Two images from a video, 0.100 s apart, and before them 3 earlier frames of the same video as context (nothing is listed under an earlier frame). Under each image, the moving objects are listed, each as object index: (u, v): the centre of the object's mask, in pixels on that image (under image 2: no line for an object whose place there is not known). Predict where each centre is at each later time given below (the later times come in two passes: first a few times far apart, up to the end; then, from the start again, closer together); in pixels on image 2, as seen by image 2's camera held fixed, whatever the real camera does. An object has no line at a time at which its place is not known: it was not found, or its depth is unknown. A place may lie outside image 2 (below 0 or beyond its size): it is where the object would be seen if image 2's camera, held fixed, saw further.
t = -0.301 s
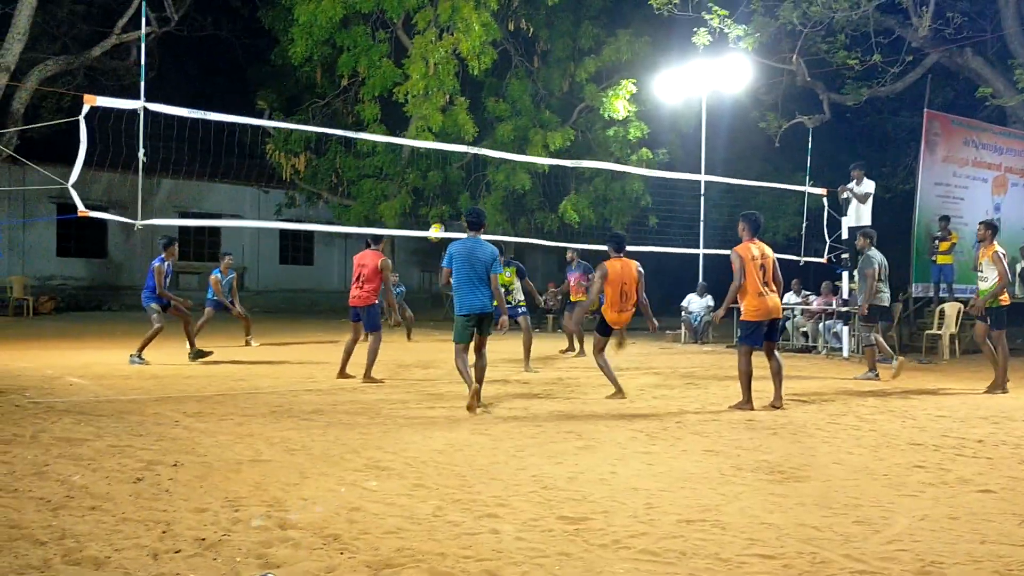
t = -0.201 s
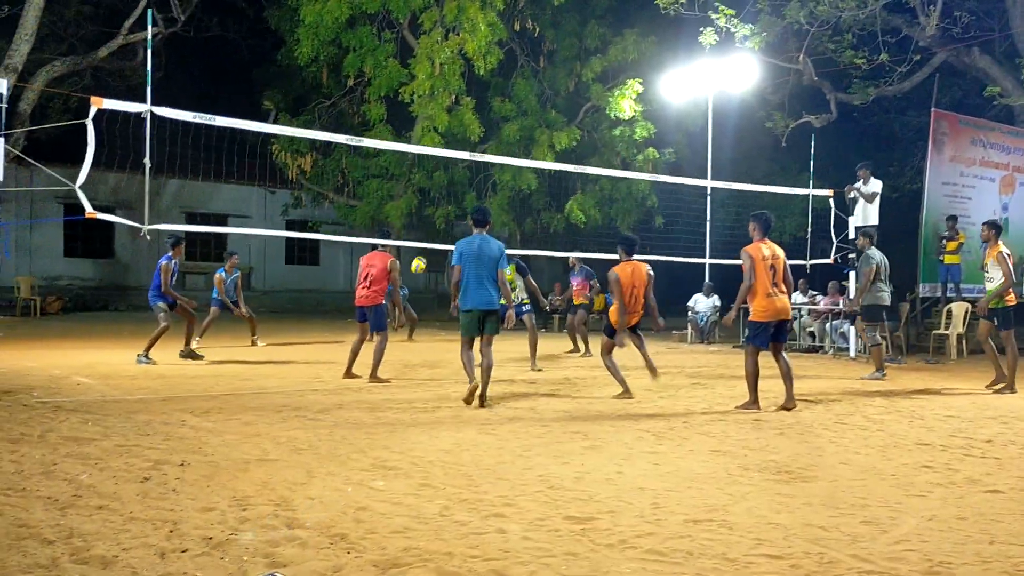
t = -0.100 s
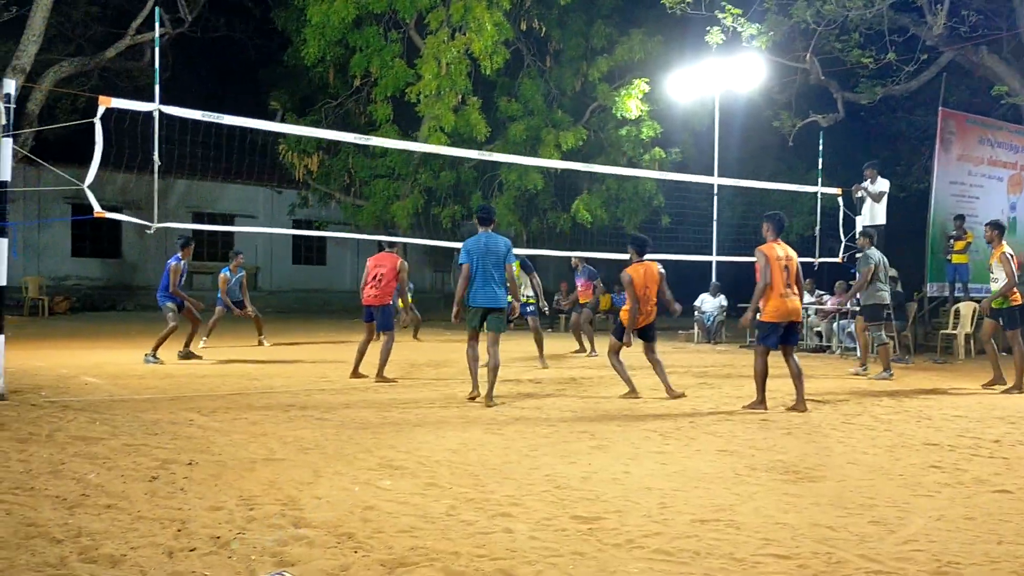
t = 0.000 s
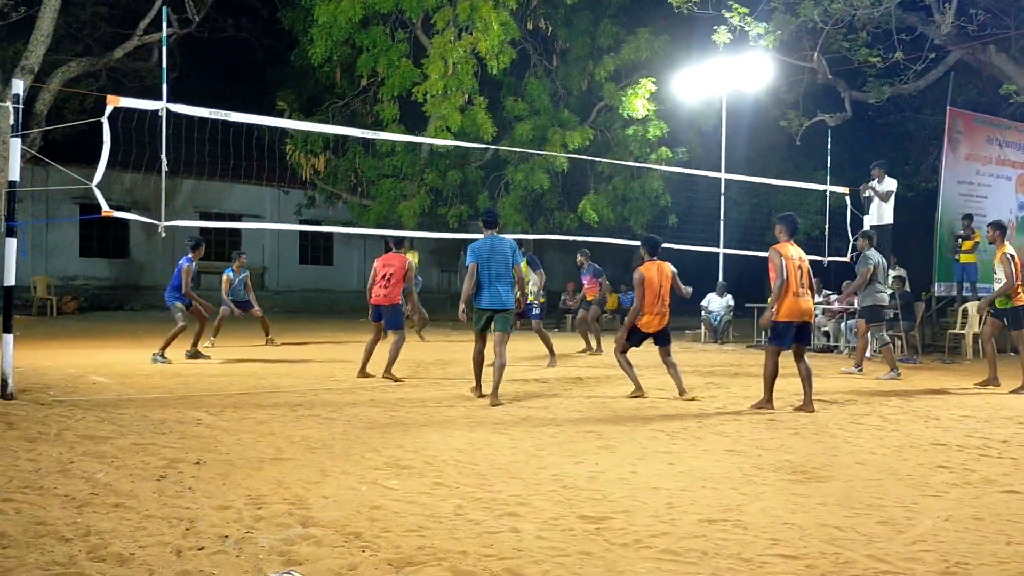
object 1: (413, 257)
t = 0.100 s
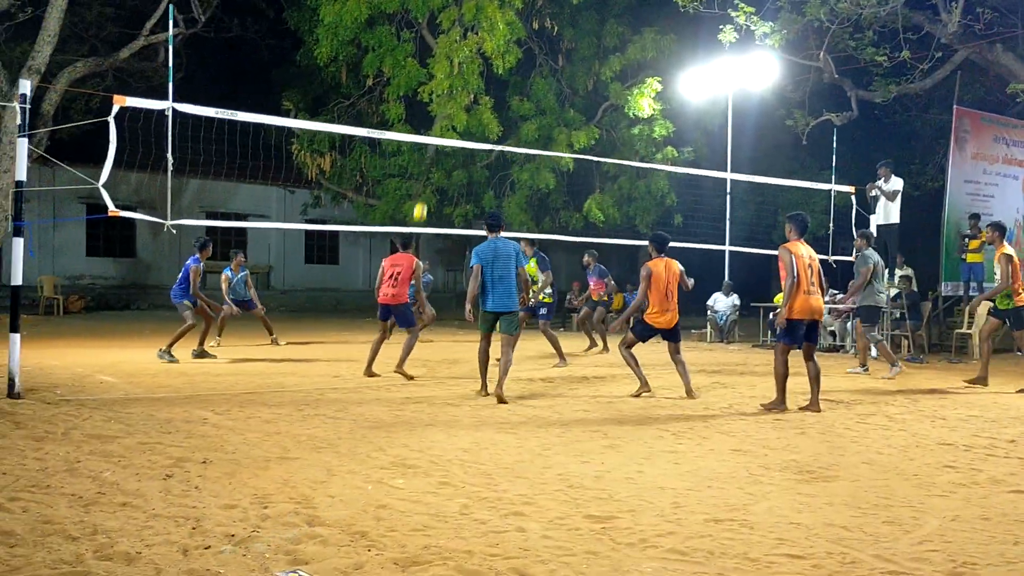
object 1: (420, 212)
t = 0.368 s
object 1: (426, 104)
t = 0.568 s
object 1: (431, 44)
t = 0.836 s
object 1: (438, 3)
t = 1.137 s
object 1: (452, 13)
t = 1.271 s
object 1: (451, 41)
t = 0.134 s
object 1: (421, 197)
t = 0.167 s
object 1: (422, 183)
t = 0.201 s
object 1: (422, 169)
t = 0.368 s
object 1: (426, 104)
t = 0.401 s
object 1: (427, 93)
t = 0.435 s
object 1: (428, 82)
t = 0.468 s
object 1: (429, 72)
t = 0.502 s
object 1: (429, 62)
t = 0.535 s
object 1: (430, 53)
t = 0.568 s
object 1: (431, 44)
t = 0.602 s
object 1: (432, 36)
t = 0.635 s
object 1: (433, 29)
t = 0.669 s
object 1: (434, 22)
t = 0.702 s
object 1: (435, 17)
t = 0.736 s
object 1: (436, 11)
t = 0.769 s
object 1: (437, 8)
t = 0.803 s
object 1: (439, 5)
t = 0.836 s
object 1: (438, 3)
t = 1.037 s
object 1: (445, 3)
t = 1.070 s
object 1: (446, 4)
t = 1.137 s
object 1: (452, 13)
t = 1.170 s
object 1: (451, 19)
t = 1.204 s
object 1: (446, 24)
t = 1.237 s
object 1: (452, 34)
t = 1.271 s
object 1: (451, 41)
